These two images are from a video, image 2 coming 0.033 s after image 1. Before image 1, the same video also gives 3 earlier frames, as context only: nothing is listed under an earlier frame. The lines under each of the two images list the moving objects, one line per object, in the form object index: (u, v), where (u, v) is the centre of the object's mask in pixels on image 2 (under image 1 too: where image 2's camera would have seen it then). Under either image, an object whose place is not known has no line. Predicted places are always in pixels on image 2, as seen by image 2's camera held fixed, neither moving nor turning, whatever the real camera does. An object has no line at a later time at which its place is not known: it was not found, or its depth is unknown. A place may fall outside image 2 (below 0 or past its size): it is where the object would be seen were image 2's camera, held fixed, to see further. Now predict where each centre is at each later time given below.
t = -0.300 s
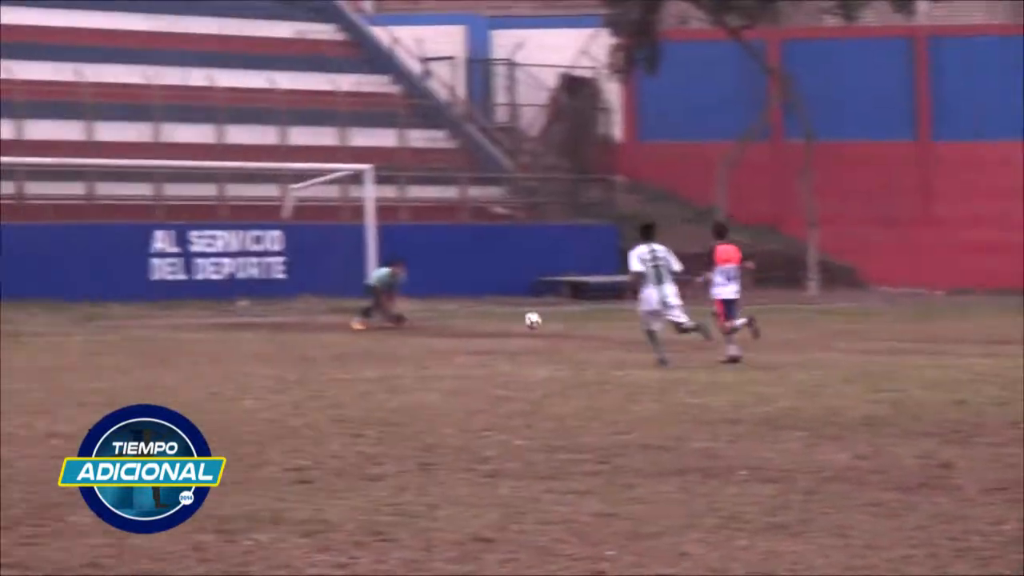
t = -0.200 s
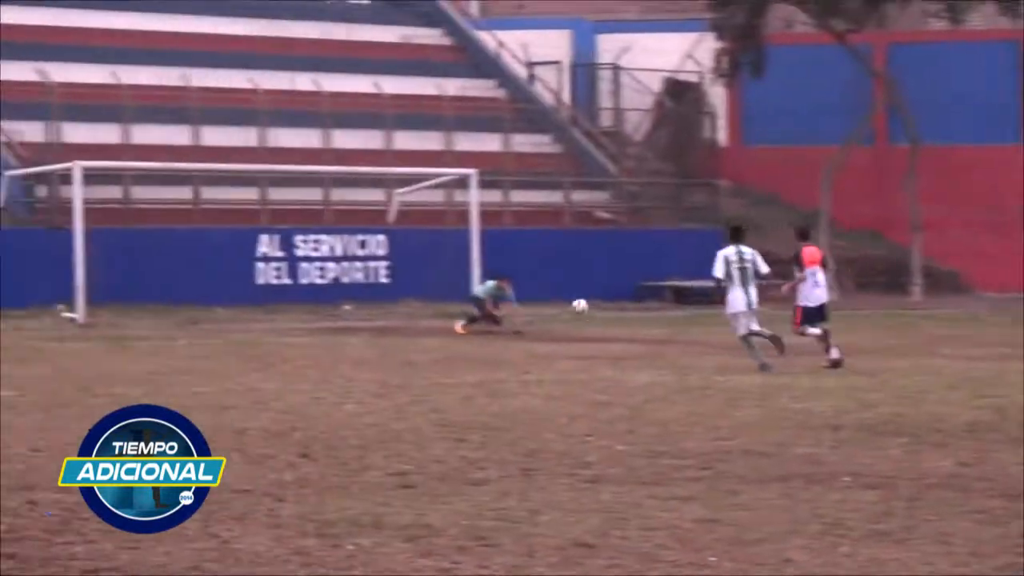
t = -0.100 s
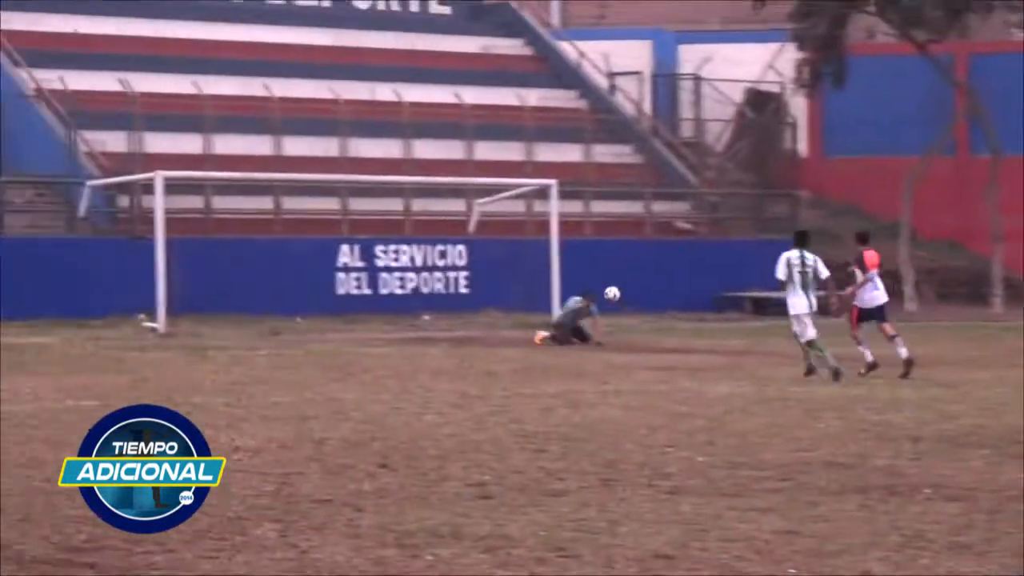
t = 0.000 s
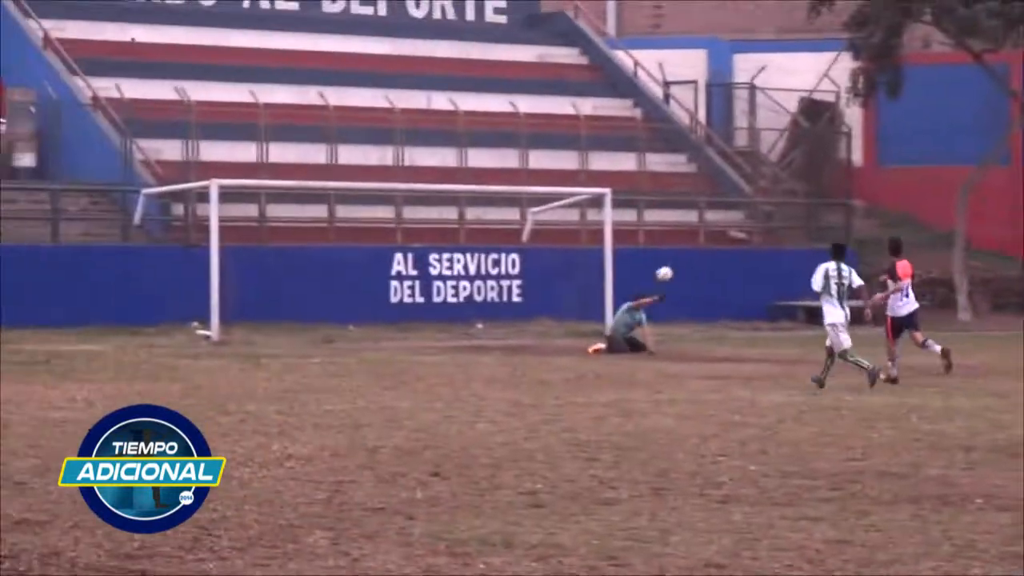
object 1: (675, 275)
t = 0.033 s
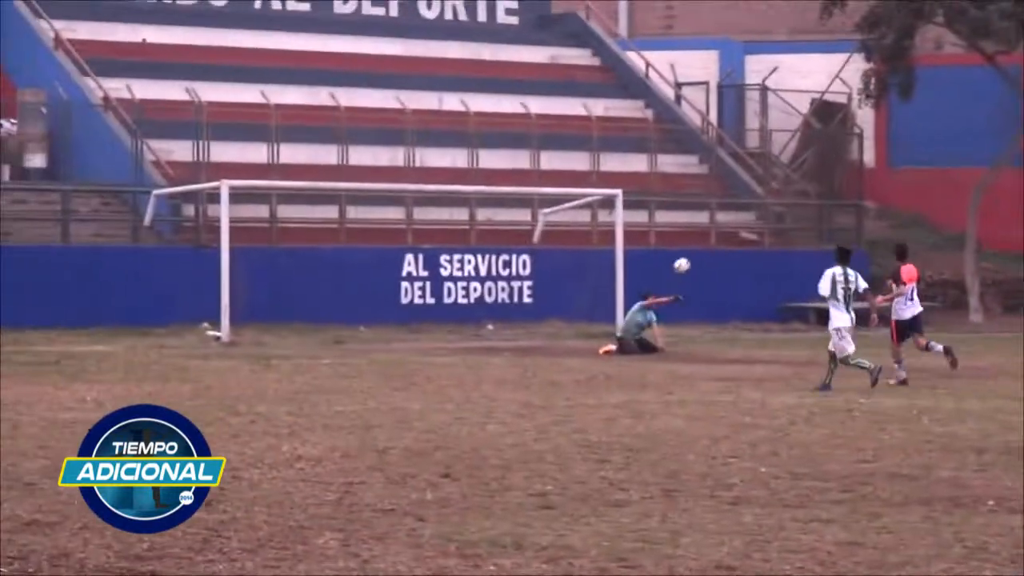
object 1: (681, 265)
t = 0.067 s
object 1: (688, 256)
